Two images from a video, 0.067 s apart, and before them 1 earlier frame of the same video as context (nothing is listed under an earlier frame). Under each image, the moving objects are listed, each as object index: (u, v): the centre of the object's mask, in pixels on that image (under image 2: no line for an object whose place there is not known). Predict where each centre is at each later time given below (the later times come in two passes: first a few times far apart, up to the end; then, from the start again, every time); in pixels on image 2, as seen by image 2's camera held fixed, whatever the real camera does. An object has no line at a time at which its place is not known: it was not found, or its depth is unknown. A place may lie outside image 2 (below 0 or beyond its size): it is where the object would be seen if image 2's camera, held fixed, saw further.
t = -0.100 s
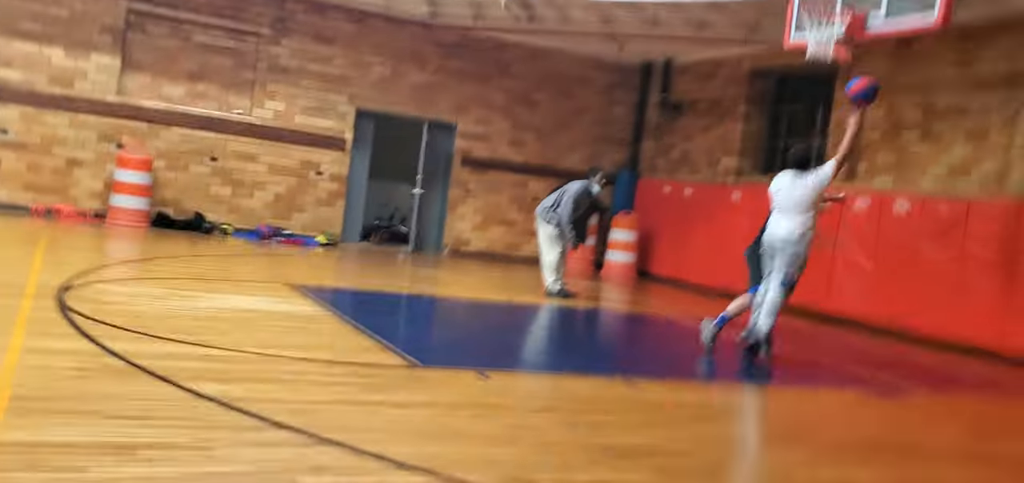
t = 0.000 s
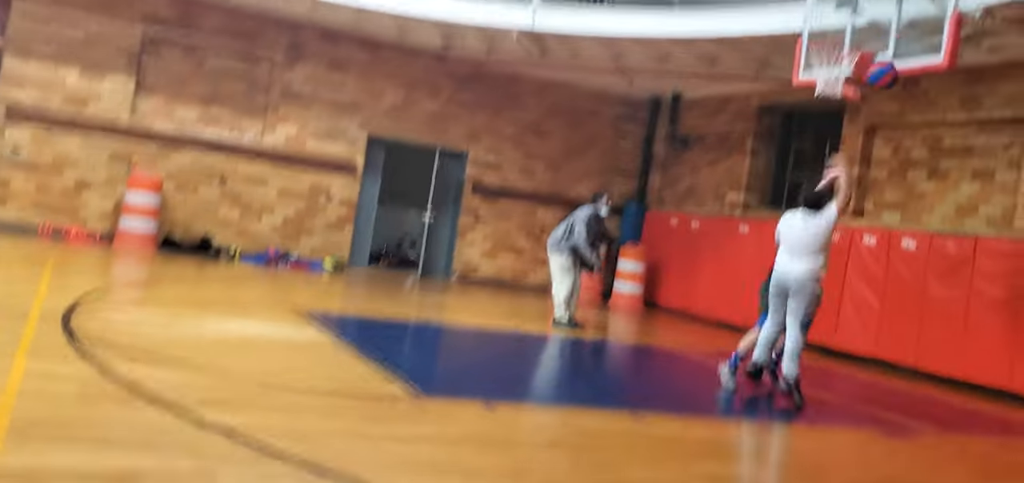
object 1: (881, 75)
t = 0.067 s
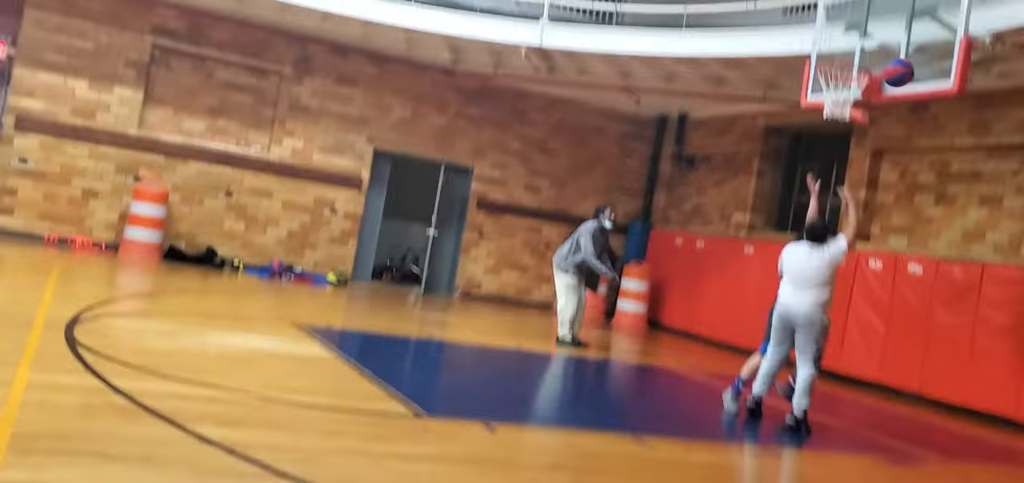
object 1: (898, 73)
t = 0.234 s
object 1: (912, 29)
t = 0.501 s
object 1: (886, 28)
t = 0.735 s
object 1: (835, 70)
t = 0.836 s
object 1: (816, 94)
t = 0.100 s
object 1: (901, 61)
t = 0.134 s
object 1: (904, 51)
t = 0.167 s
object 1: (908, 42)
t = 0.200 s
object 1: (910, 35)
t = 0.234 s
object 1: (912, 29)
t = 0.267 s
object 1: (914, 25)
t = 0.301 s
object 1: (916, 22)
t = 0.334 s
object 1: (918, 20)
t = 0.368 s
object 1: (916, 19)
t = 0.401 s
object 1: (909, 20)
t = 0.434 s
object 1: (902, 21)
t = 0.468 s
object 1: (894, 24)
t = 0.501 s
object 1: (886, 28)
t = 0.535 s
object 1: (878, 33)
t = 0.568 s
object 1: (870, 40)
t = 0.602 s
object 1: (861, 47)
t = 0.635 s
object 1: (852, 56)
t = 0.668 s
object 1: (846, 61)
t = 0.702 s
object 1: (841, 65)
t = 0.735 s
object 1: (835, 70)
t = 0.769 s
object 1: (829, 78)
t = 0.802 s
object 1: (823, 85)
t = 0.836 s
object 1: (816, 94)
